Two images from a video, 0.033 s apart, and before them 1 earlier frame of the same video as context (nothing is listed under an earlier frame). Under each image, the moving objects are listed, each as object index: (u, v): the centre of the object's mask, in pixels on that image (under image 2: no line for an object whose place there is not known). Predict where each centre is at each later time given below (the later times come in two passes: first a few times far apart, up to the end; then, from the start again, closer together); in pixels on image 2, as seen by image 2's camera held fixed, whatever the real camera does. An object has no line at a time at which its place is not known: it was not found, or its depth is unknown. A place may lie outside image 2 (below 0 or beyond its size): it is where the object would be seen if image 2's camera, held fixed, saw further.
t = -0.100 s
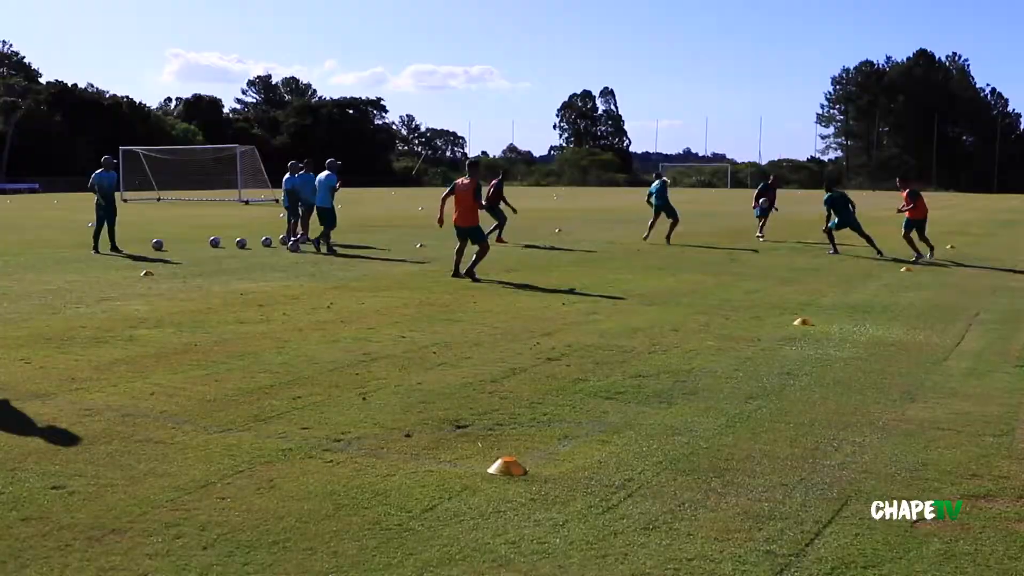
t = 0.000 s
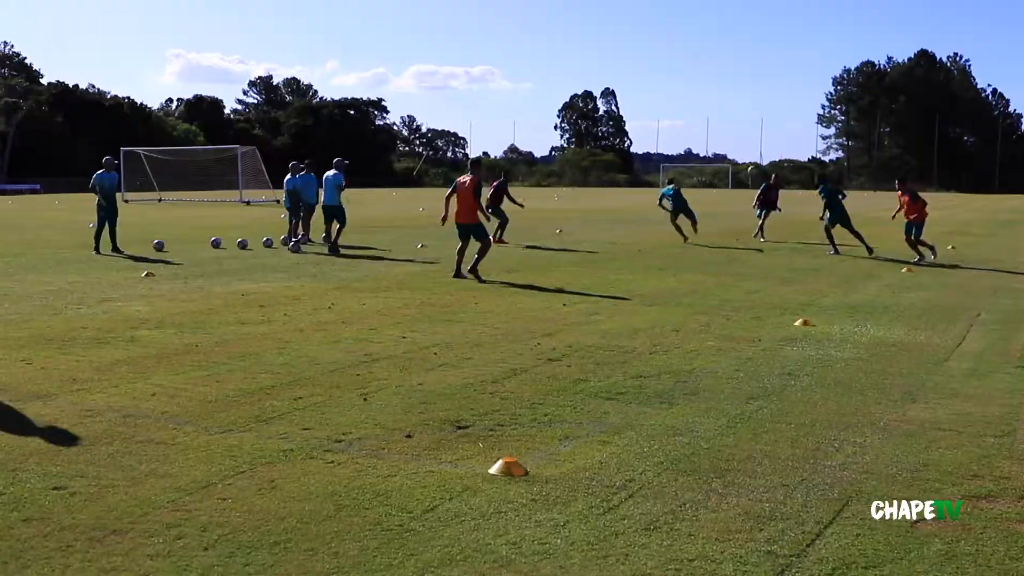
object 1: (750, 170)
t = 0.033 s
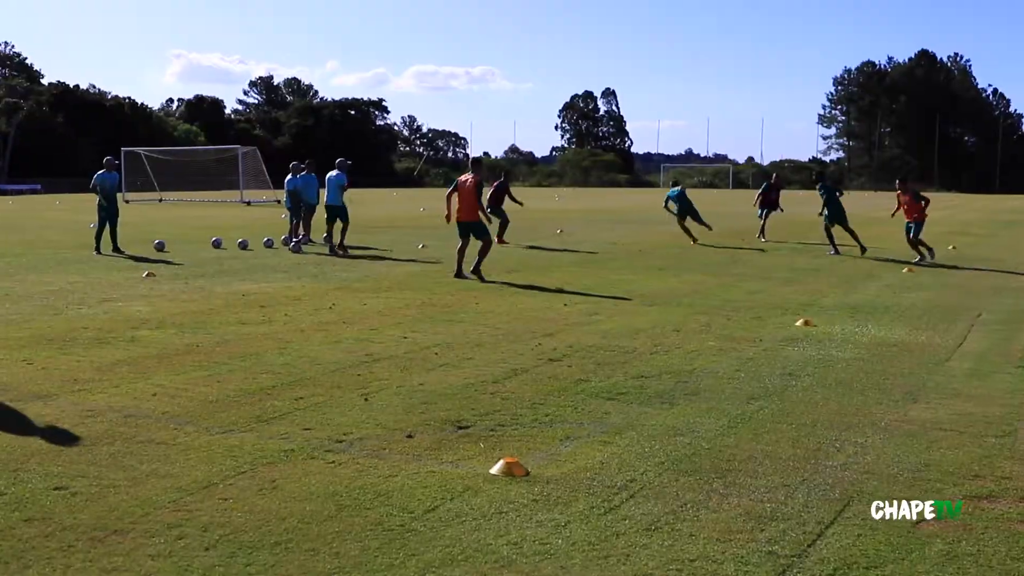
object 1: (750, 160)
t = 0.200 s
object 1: (724, 111)
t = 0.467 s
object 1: (672, 42)
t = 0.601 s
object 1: (642, 13)
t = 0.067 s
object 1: (745, 151)
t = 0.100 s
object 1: (739, 140)
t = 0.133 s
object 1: (734, 131)
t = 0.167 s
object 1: (729, 121)
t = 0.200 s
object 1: (724, 111)
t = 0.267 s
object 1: (713, 92)
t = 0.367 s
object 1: (695, 65)
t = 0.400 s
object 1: (689, 57)
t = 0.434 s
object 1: (681, 49)
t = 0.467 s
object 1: (672, 42)
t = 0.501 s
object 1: (664, 34)
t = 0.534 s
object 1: (657, 27)
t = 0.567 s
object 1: (650, 20)
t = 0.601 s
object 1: (642, 13)
